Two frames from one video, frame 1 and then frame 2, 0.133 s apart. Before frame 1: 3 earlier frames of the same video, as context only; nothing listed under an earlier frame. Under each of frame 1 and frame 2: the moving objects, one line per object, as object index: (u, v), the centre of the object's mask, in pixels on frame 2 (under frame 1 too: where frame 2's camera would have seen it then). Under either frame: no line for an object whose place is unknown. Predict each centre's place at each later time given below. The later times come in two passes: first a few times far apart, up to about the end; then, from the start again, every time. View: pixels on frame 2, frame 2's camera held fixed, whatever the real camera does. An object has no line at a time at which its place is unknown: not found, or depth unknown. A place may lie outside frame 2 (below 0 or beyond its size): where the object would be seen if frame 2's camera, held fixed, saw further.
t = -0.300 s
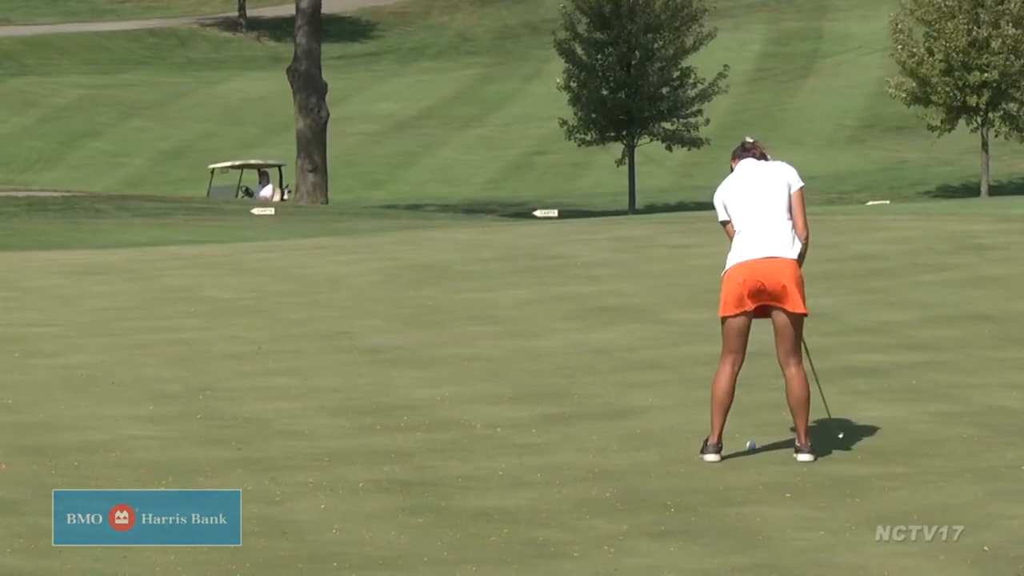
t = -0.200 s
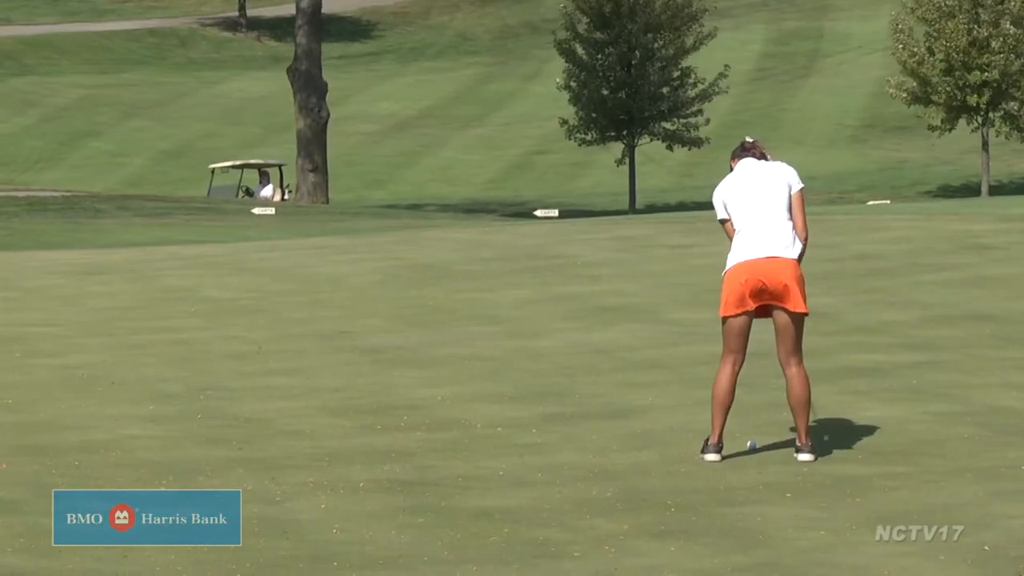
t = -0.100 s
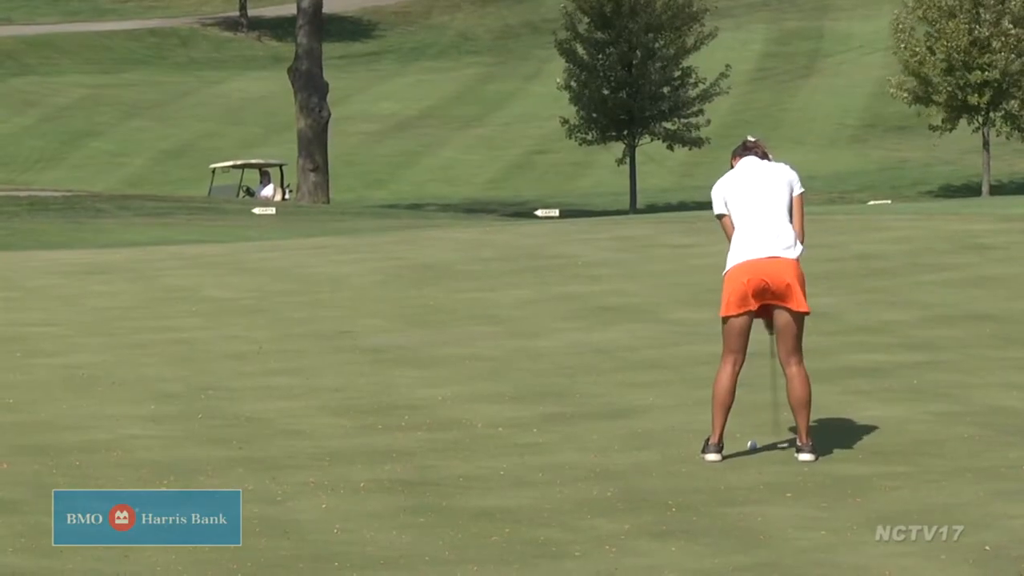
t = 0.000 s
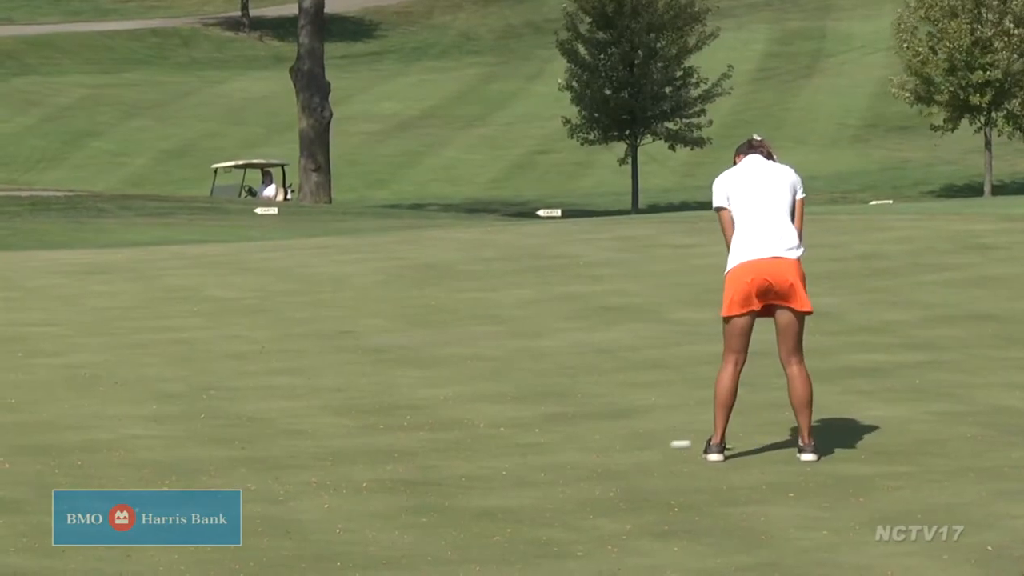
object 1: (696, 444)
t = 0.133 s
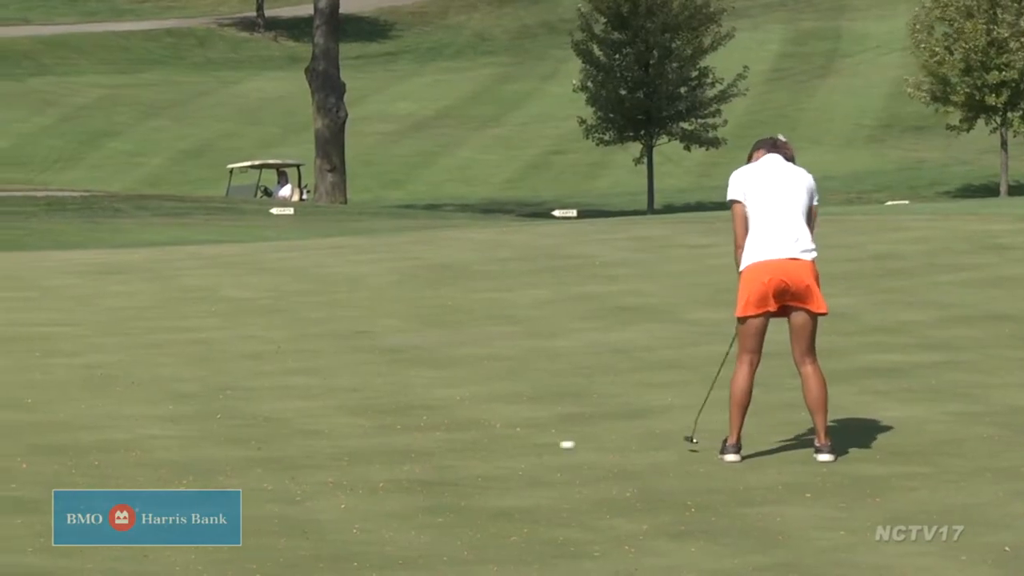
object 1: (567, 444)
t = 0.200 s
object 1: (513, 443)
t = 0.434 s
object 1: (343, 441)
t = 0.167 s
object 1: (540, 443)
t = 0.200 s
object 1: (513, 443)
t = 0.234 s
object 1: (487, 443)
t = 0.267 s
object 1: (463, 440)
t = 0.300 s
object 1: (438, 441)
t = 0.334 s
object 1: (414, 442)
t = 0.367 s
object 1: (390, 442)
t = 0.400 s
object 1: (367, 442)
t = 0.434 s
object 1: (343, 441)
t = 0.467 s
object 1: (320, 441)
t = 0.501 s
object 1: (296, 441)
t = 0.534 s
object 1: (273, 441)
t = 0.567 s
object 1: (250, 441)
